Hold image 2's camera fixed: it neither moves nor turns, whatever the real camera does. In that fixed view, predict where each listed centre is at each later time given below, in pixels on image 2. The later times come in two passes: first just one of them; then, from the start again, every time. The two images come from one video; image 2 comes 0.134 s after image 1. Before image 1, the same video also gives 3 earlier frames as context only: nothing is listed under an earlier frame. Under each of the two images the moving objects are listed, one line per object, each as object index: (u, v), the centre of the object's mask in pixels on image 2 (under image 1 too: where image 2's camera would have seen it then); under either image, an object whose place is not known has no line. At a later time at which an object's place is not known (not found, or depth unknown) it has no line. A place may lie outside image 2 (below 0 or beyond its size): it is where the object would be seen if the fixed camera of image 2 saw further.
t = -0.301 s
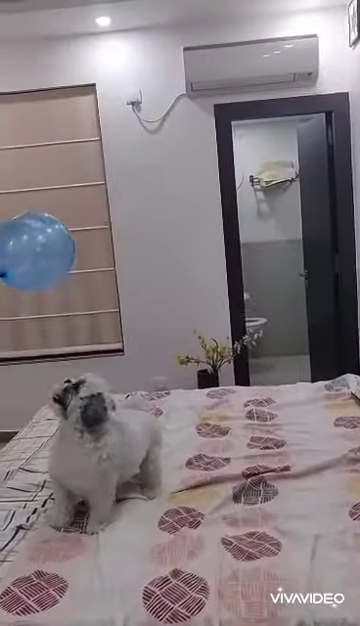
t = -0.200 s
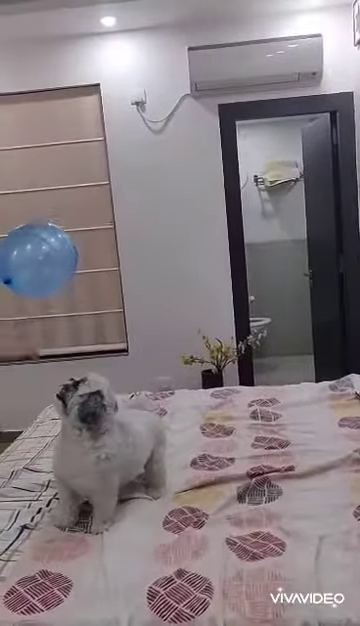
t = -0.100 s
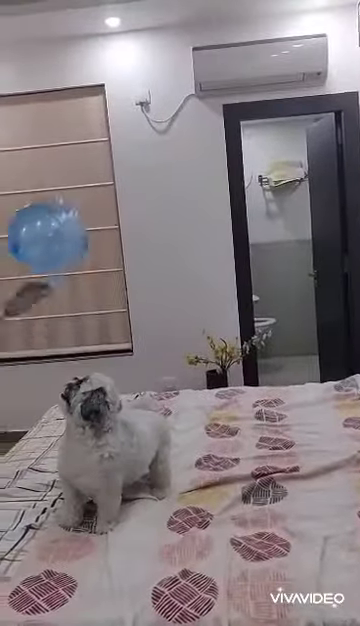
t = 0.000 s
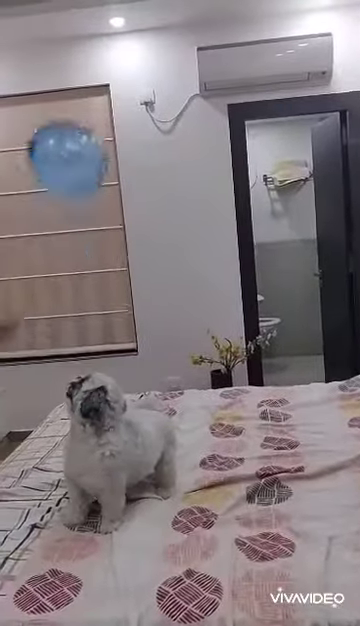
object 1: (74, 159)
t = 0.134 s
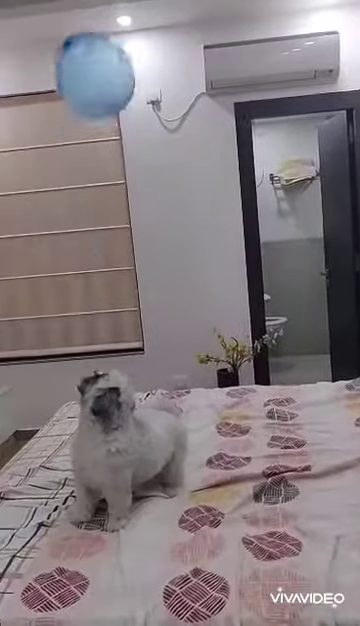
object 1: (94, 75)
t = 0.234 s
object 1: (110, 35)
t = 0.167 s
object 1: (100, 58)
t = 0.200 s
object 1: (105, 44)
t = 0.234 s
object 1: (110, 35)
